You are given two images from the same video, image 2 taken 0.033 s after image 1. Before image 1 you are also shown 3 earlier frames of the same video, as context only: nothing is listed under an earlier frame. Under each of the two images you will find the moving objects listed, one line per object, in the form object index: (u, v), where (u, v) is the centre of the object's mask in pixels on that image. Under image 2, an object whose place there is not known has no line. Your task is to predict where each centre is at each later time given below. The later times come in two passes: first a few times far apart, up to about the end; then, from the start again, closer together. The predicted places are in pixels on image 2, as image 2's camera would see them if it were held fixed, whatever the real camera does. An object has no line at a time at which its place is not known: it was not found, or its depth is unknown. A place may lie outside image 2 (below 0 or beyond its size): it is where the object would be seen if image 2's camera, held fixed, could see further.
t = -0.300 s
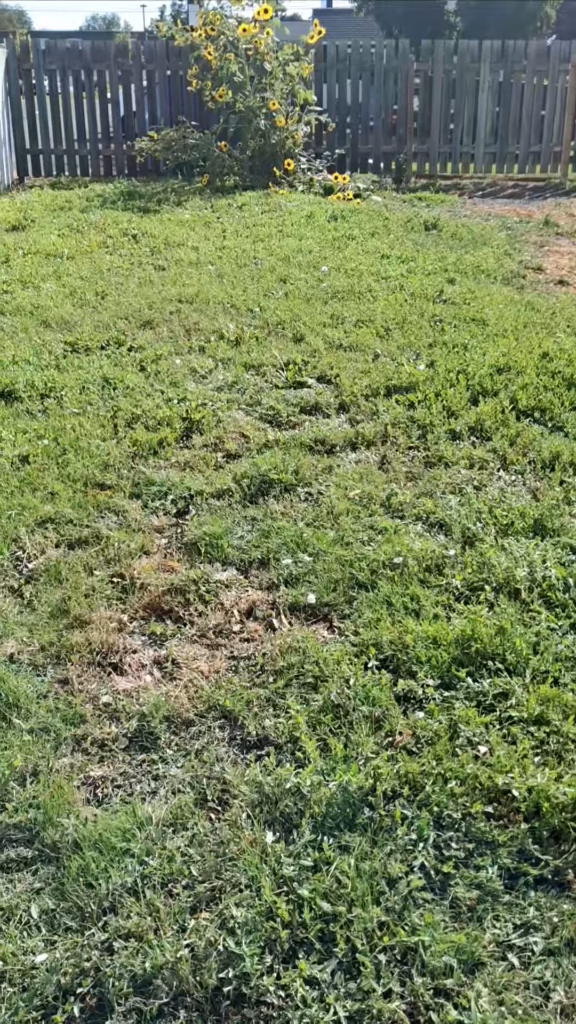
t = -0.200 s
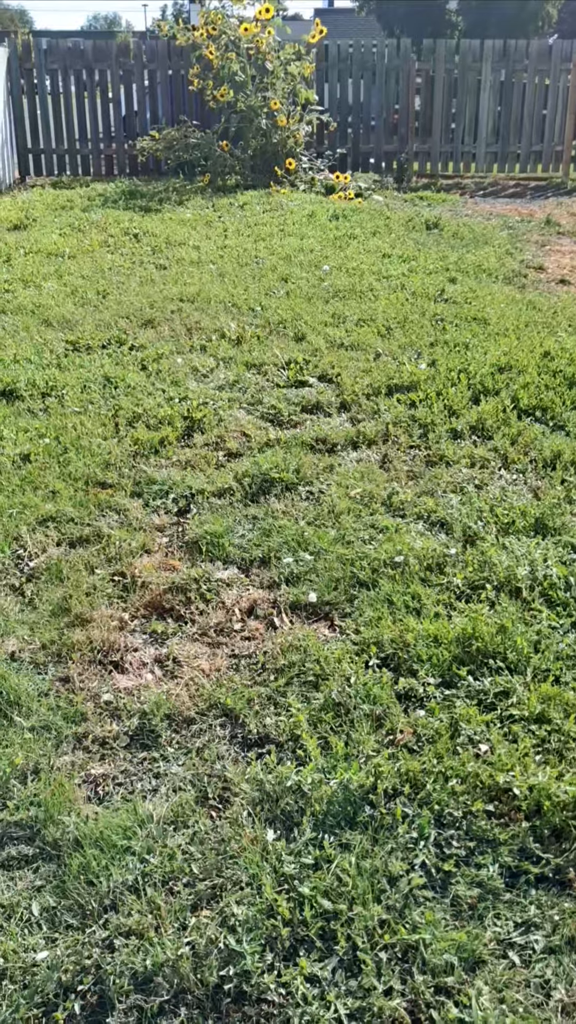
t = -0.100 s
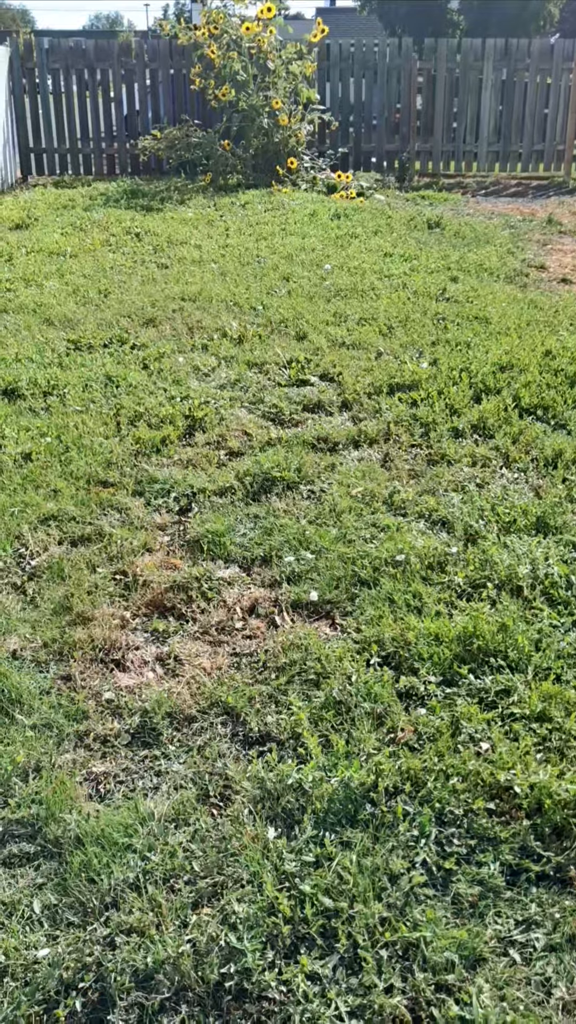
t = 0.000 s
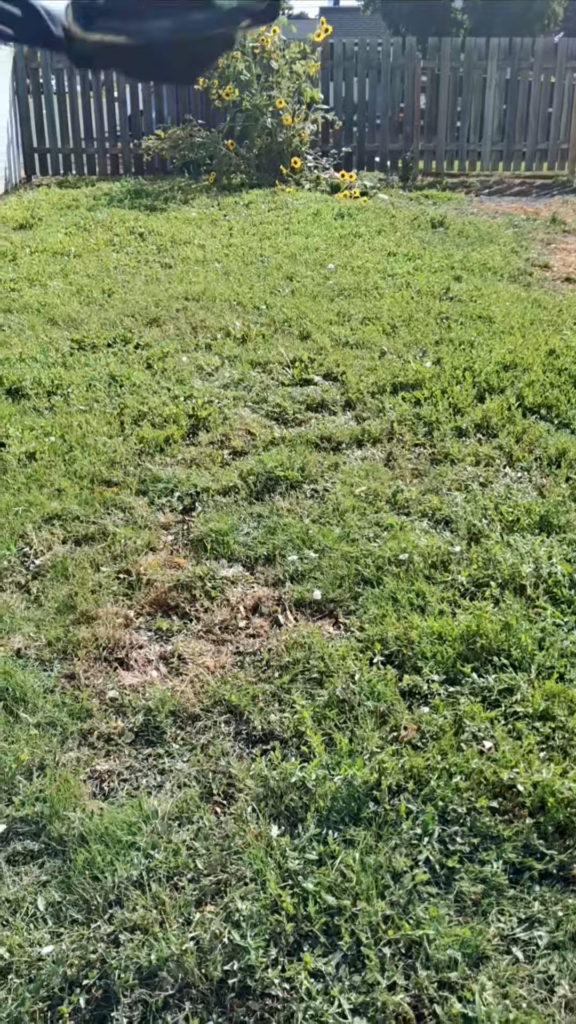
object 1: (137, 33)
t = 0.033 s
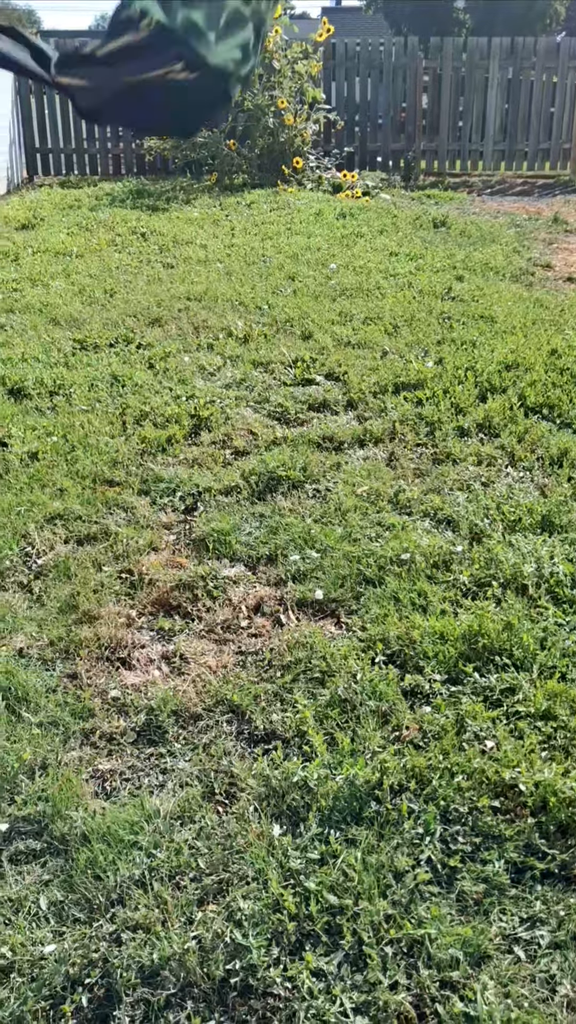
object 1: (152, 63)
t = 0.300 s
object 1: (161, 434)
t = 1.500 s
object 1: (204, 468)
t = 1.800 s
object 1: (204, 467)
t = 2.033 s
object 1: (204, 467)
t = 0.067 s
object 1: (165, 94)
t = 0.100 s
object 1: (165, 125)
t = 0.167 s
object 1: (162, 232)
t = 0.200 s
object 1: (162, 286)
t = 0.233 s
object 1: (161, 338)
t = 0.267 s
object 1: (160, 387)
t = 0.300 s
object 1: (161, 434)
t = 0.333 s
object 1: (165, 461)
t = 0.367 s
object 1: (172, 473)
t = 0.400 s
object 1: (186, 470)
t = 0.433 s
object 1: (186, 459)
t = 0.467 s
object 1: (189, 449)
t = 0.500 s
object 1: (192, 443)
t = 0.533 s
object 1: (195, 444)
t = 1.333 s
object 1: (204, 468)
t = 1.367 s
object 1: (204, 468)
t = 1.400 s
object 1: (204, 468)
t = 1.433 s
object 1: (204, 468)
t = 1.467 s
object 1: (204, 468)
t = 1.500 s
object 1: (204, 468)
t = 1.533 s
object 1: (204, 468)
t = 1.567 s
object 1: (204, 467)
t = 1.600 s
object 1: (204, 468)
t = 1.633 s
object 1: (204, 467)
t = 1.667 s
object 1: (204, 467)
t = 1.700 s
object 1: (204, 468)
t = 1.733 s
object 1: (204, 467)
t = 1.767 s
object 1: (204, 467)
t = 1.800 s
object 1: (204, 467)
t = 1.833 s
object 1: (204, 467)
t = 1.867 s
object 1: (204, 468)
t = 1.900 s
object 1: (204, 467)
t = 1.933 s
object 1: (204, 467)
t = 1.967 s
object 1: (204, 467)
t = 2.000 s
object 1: (204, 467)
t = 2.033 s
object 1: (204, 467)
